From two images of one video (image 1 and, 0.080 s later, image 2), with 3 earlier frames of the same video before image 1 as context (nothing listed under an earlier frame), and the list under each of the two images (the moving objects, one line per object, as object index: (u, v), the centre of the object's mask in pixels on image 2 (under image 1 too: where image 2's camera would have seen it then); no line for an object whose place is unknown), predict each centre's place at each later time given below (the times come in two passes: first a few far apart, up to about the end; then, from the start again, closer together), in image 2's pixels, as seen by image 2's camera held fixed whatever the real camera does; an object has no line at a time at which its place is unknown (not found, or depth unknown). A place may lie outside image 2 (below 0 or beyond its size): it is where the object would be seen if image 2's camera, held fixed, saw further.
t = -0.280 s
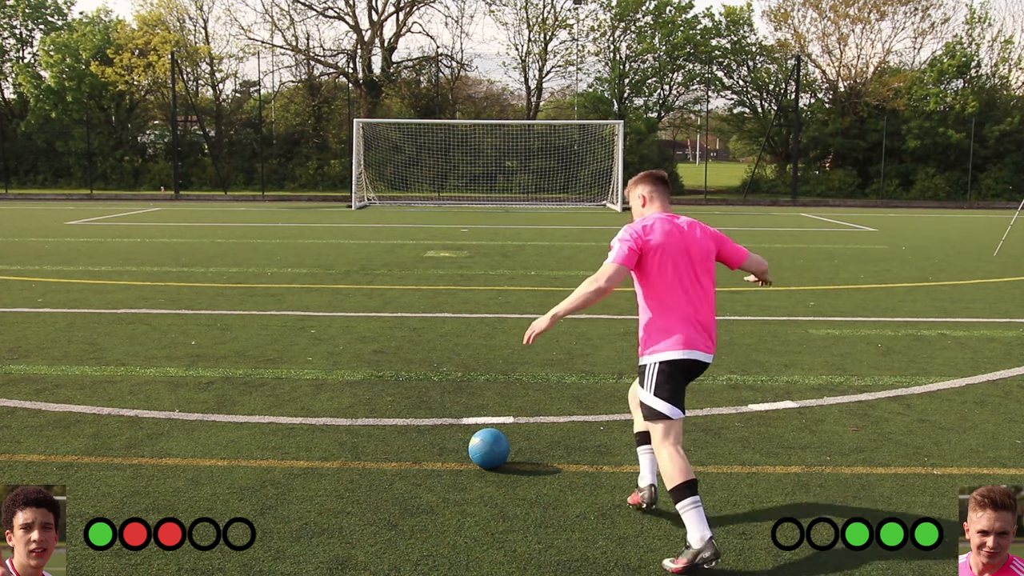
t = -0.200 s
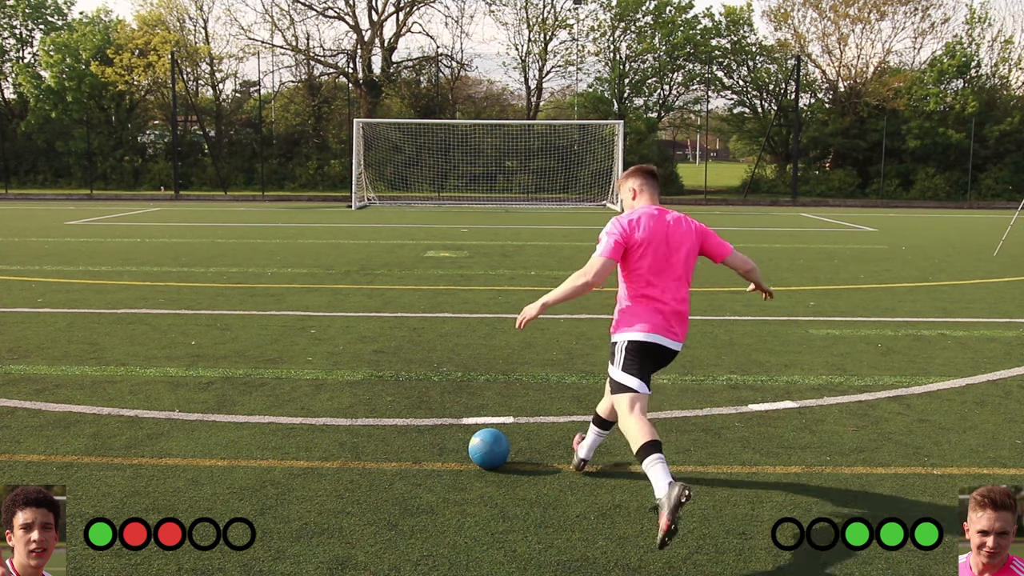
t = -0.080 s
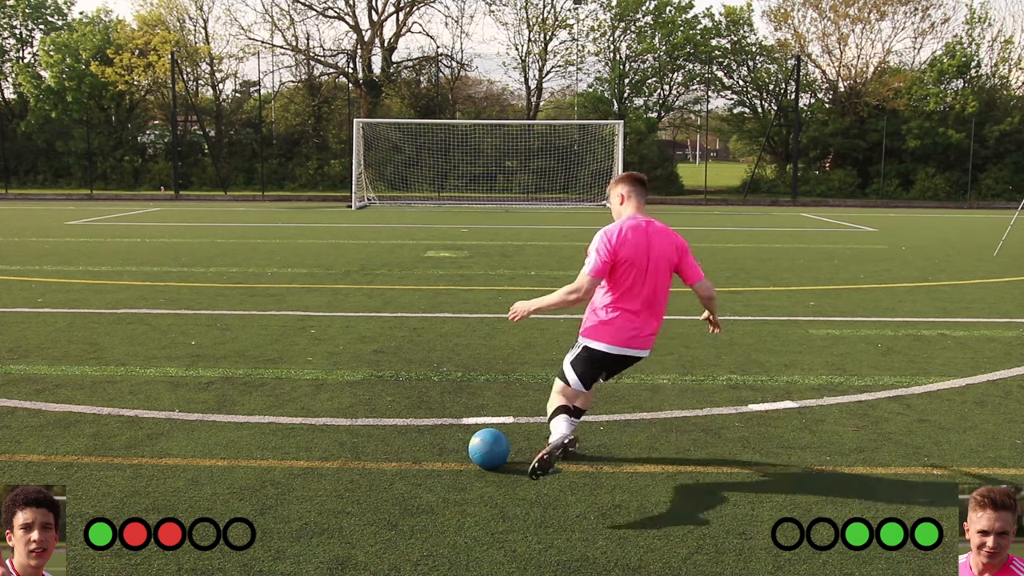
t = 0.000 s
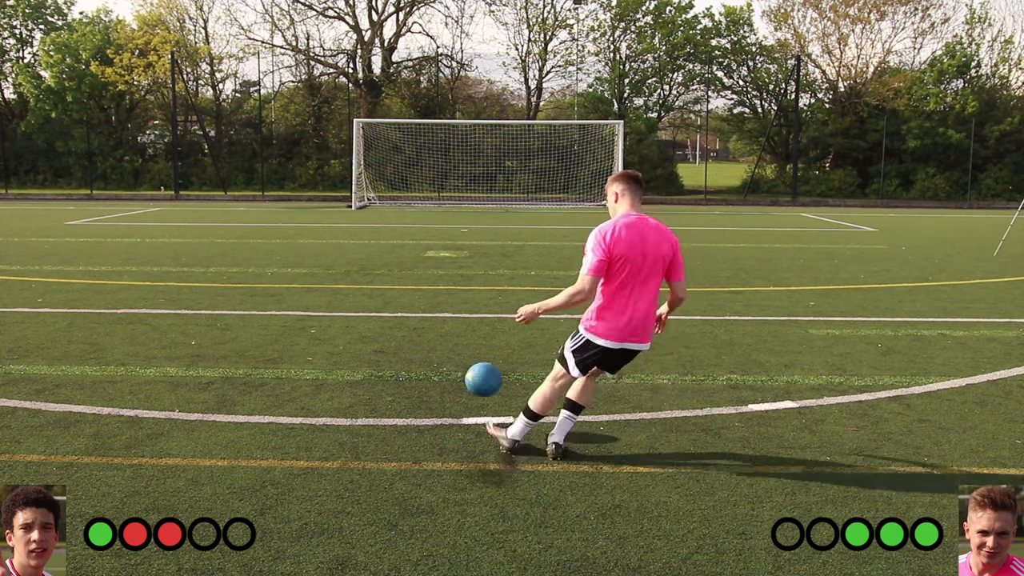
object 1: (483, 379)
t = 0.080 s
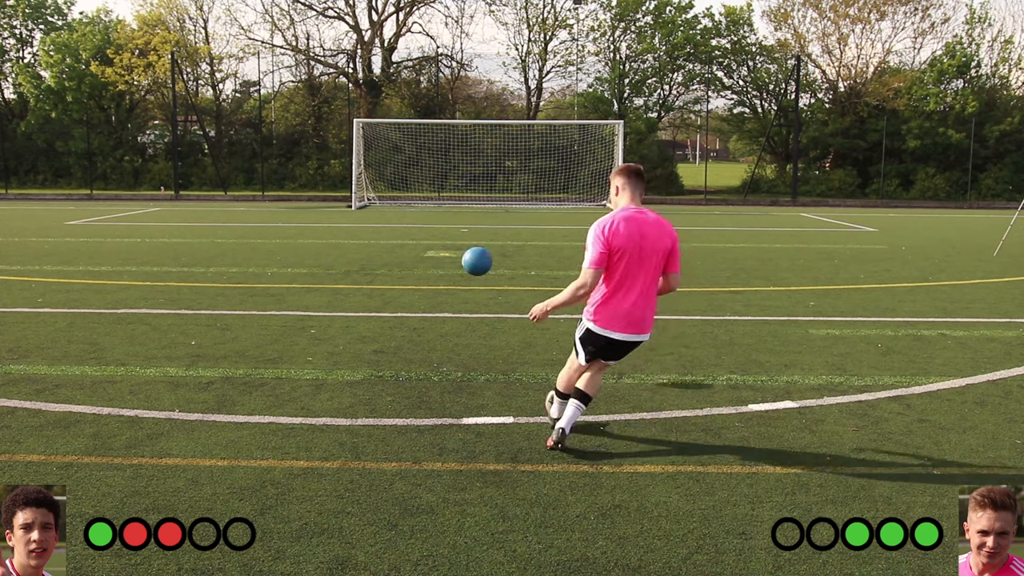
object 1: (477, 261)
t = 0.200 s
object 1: (473, 158)
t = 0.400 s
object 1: (474, 78)
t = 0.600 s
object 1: (477, 51)
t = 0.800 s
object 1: (481, 49)
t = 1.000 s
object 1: (485, 62)
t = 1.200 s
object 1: (489, 84)
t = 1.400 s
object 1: (492, 113)
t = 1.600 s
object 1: (496, 136)
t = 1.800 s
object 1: (501, 164)
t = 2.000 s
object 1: (503, 190)
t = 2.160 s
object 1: (503, 190)
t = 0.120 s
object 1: (475, 219)
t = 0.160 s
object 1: (474, 185)
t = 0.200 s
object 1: (473, 158)
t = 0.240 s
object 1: (473, 135)
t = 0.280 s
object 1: (473, 117)
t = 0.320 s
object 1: (473, 102)
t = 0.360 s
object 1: (473, 89)
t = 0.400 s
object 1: (474, 78)
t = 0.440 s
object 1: (474, 70)
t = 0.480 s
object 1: (475, 63)
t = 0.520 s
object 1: (476, 58)
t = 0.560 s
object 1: (476, 54)
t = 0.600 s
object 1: (477, 51)
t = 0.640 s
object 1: (478, 49)
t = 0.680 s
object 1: (479, 48)
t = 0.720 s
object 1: (479, 47)
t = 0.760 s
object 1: (480, 48)
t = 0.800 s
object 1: (481, 49)
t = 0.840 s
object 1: (481, 50)
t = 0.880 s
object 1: (483, 53)
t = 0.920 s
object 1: (483, 55)
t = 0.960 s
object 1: (484, 58)
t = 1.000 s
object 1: (485, 62)
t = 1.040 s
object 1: (485, 66)
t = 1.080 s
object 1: (486, 70)
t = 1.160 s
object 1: (488, 79)
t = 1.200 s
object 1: (489, 84)
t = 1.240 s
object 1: (489, 90)
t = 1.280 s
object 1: (489, 95)
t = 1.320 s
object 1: (491, 100)
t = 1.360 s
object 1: (492, 106)
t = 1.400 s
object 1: (492, 113)
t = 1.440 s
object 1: (493, 117)
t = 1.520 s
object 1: (494, 126)
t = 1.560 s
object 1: (495, 130)
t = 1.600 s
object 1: (496, 136)
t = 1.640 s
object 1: (496, 141)
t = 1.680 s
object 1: (497, 146)
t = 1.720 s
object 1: (499, 151)
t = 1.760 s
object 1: (500, 158)
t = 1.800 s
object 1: (501, 164)
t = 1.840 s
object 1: (501, 171)
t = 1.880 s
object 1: (502, 177)
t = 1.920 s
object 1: (502, 180)
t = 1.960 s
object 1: (501, 185)
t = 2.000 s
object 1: (503, 190)
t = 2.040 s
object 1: (501, 195)
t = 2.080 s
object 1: (502, 198)
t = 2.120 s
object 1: (503, 194)
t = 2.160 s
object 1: (503, 190)
